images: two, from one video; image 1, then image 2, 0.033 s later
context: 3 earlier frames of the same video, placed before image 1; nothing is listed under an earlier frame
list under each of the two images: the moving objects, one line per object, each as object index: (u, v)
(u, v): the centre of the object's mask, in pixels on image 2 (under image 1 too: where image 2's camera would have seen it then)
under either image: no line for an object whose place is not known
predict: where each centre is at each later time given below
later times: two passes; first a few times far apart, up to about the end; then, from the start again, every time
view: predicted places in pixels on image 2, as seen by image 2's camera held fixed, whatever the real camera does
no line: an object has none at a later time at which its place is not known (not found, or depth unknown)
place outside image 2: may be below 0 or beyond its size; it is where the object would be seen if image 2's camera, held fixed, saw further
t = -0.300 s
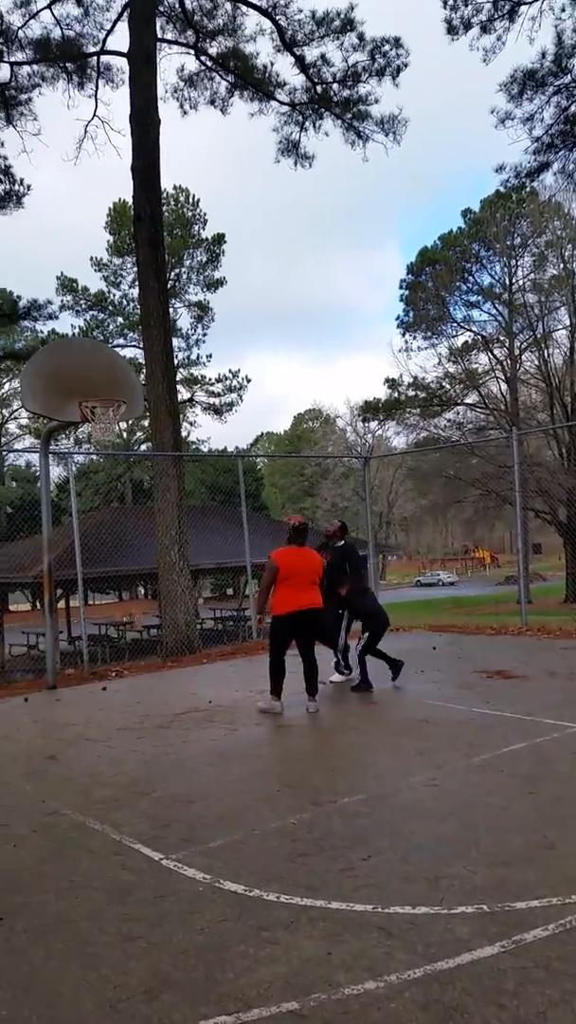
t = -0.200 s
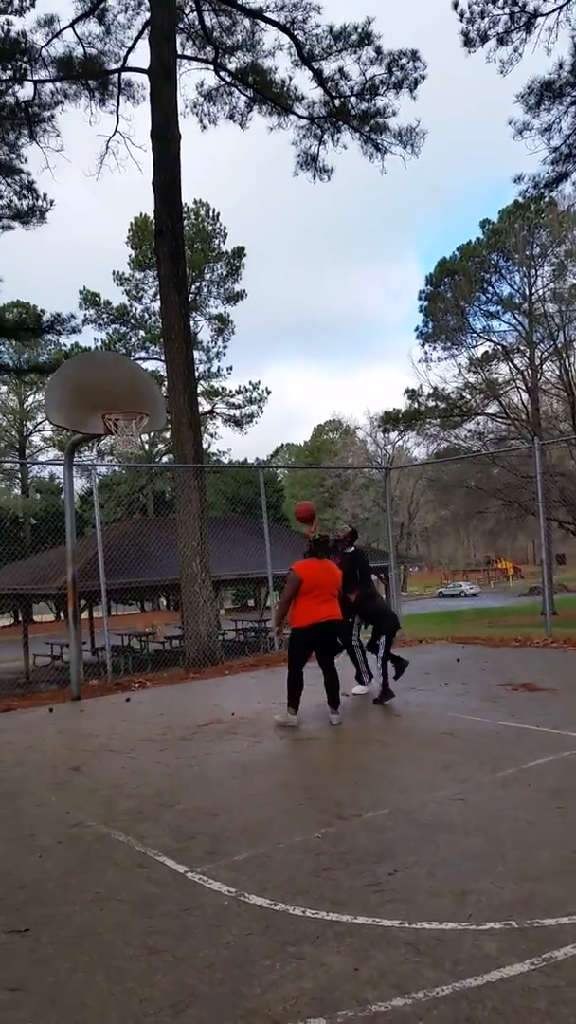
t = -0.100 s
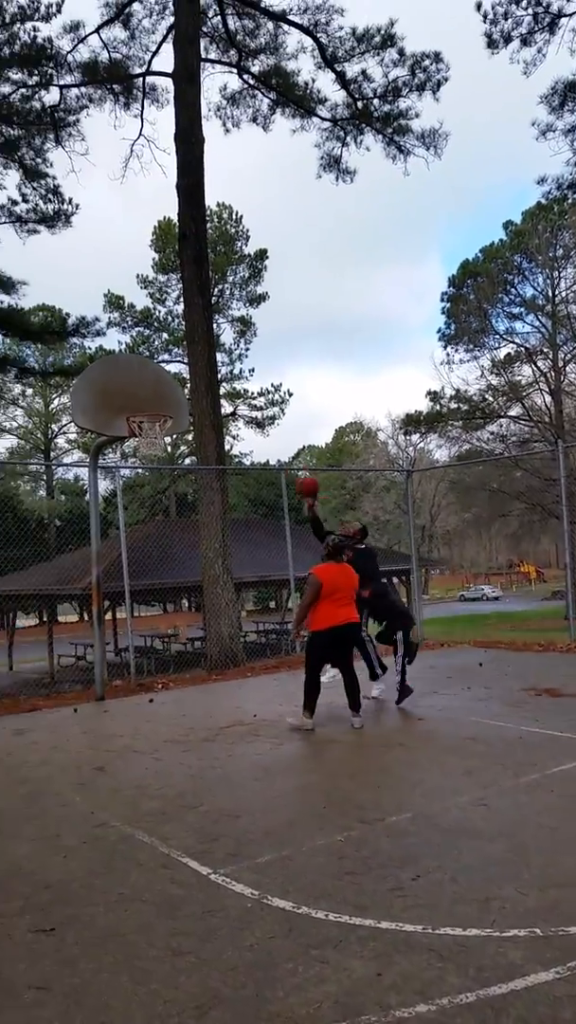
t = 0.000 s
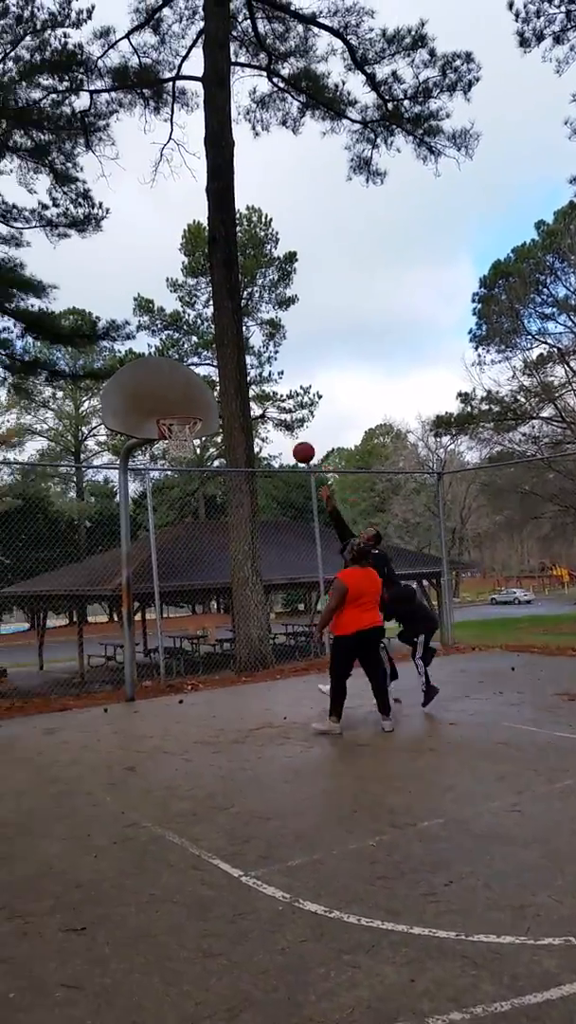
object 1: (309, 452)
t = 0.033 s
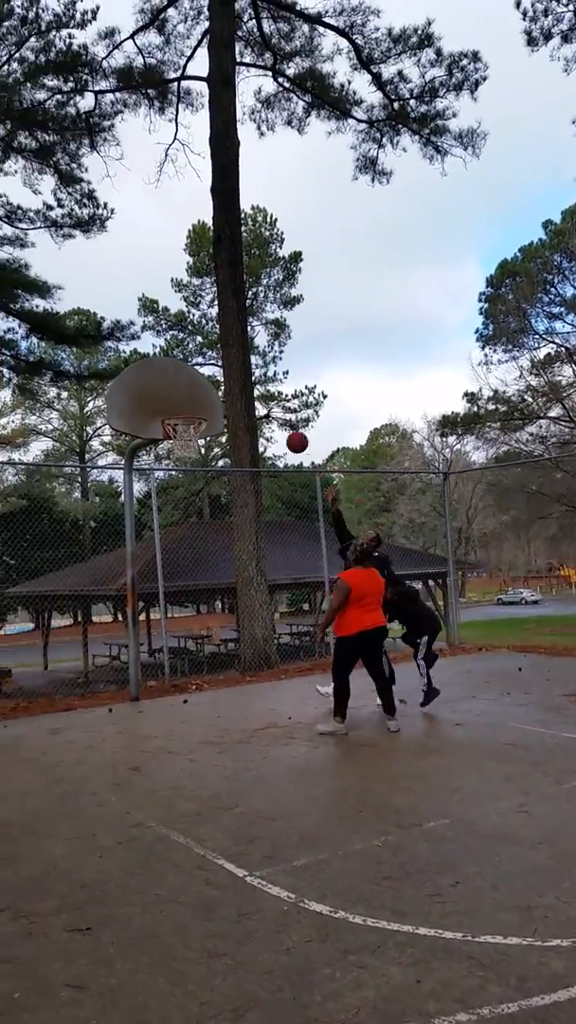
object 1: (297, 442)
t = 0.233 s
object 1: (231, 405)
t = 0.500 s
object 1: (176, 405)
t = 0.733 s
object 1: (199, 396)
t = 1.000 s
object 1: (244, 426)
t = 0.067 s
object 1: (286, 433)
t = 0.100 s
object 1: (275, 426)
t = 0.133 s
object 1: (263, 419)
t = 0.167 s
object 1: (253, 414)
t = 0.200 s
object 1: (241, 408)
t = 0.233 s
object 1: (231, 405)
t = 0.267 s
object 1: (220, 402)
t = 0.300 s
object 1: (209, 400)
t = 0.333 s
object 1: (197, 399)
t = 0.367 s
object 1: (185, 400)
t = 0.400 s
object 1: (182, 400)
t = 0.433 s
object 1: (181, 401)
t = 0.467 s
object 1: (178, 403)
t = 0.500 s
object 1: (176, 405)
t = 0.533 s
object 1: (172, 408)
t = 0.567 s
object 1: (174, 409)
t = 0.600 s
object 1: (179, 406)
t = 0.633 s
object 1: (184, 402)
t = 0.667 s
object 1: (189, 399)
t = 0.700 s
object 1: (194, 397)
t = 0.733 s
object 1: (199, 396)
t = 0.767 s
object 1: (204, 397)
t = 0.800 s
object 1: (210, 398)
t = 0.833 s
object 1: (215, 400)
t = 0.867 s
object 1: (219, 403)
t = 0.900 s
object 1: (225, 408)
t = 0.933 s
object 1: (231, 413)
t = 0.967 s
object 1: (234, 419)
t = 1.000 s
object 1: (244, 426)
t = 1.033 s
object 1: (247, 435)
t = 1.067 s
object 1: (253, 444)
